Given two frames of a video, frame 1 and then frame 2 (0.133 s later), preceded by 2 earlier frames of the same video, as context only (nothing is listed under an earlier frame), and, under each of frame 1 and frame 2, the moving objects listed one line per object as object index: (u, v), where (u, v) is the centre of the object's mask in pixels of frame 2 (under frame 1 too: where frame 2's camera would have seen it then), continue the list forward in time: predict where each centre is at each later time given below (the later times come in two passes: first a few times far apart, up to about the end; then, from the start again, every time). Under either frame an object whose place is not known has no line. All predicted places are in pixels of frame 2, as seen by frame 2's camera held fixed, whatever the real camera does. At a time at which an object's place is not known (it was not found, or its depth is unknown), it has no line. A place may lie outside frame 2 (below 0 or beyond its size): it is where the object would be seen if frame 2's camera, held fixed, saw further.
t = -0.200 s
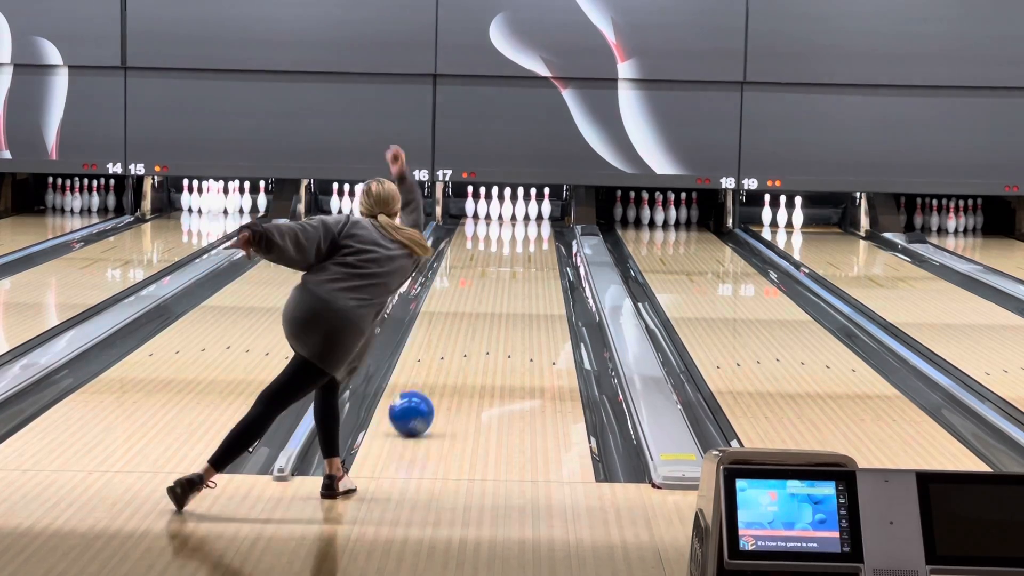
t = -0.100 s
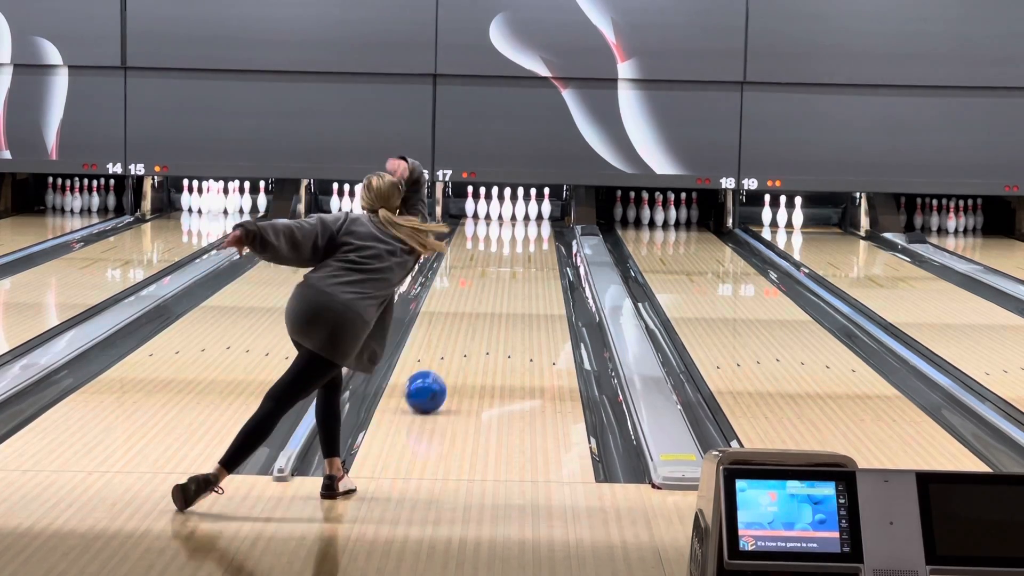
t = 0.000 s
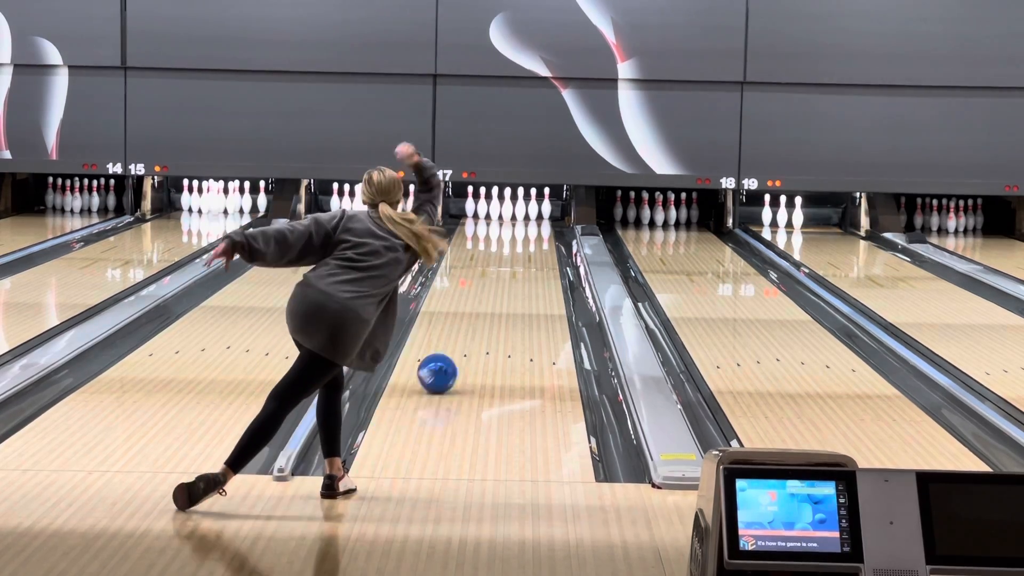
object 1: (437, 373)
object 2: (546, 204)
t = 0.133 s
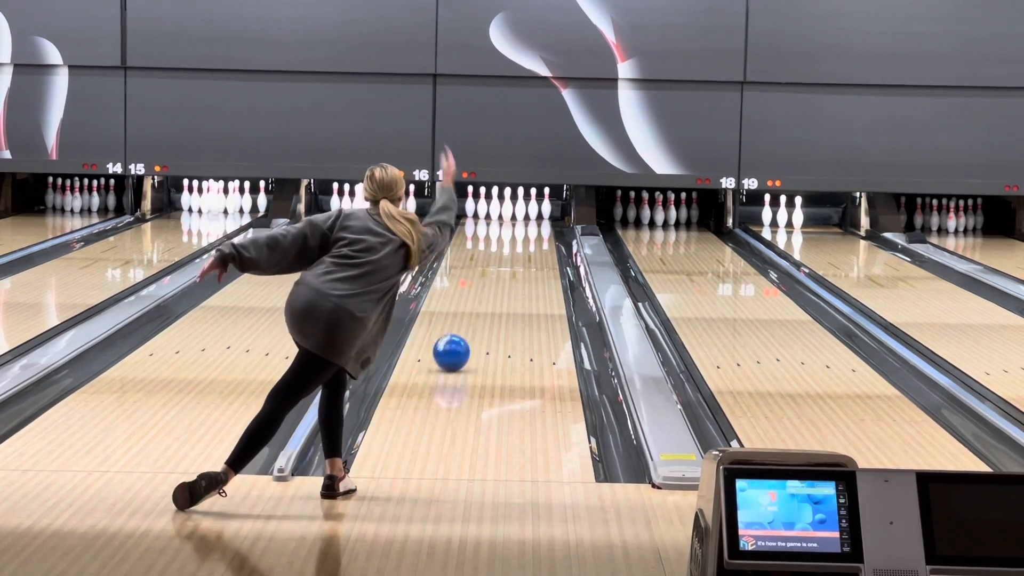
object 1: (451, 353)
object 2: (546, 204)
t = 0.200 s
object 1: (458, 343)
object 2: (546, 204)
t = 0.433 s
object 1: (476, 314)
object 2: (546, 204)
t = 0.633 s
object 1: (489, 294)
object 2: (546, 204)
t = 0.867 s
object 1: (501, 274)
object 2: (546, 204)
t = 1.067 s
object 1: (510, 261)
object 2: (546, 204)
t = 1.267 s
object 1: (517, 249)
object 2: (546, 204)
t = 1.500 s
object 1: (524, 236)
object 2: (546, 204)
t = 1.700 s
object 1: (529, 227)
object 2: (546, 204)
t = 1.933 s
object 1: (533, 219)
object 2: (546, 204)
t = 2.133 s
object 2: (547, 203)
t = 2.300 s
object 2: (564, 206)
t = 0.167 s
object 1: (454, 348)
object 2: (546, 204)
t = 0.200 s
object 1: (458, 343)
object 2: (546, 204)
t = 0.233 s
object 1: (461, 338)
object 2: (546, 204)
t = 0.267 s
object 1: (465, 335)
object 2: (546, 204)
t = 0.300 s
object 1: (466, 330)
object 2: (546, 204)
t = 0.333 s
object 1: (469, 326)
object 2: (546, 204)
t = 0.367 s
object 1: (471, 322)
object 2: (546, 204)
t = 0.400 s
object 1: (474, 317)
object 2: (546, 204)
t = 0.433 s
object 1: (476, 314)
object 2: (546, 204)
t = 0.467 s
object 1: (478, 310)
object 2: (546, 204)
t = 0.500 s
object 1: (480, 307)
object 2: (546, 204)
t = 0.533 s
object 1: (482, 304)
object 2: (546, 204)
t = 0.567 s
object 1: (485, 300)
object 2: (546, 204)
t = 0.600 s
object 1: (487, 297)
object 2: (546, 204)
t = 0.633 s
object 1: (489, 294)
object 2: (546, 204)
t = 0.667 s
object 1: (491, 291)
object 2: (546, 204)
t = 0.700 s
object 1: (493, 288)
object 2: (546, 204)
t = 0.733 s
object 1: (494, 285)
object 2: (546, 204)
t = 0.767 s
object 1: (496, 282)
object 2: (546, 204)
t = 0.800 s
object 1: (497, 279)
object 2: (546, 204)
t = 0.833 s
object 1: (499, 277)
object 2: (546, 204)
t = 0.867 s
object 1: (501, 274)
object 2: (546, 204)
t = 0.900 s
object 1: (502, 272)
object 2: (546, 204)
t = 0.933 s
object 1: (504, 270)
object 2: (546, 204)
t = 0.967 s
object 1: (505, 267)
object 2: (546, 204)
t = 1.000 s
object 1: (507, 265)
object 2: (546, 204)
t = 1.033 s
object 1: (508, 263)
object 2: (546, 204)
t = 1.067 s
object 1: (510, 261)
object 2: (546, 204)
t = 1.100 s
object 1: (511, 258)
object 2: (546, 204)
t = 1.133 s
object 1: (512, 257)
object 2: (546, 204)
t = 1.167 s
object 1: (513, 255)
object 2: (546, 204)
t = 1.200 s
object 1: (514, 253)
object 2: (546, 204)
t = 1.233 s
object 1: (515, 251)
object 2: (546, 204)
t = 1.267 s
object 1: (517, 249)
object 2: (546, 204)
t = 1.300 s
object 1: (518, 247)
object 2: (546, 204)
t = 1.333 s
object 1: (519, 245)
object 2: (546, 204)
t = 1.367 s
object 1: (520, 243)
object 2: (546, 204)
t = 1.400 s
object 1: (521, 242)
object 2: (546, 204)
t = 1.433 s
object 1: (522, 240)
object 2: (546, 204)
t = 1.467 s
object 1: (523, 238)
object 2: (546, 204)
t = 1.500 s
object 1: (524, 236)
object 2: (546, 204)
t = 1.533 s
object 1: (525, 235)
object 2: (546, 204)
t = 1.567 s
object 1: (526, 233)
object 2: (546, 204)
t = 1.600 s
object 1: (527, 232)
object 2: (546, 204)
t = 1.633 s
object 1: (528, 229)
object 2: (546, 204)
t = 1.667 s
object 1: (528, 228)
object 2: (546, 204)
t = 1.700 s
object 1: (529, 227)
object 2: (546, 204)
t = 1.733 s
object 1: (529, 226)
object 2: (546, 204)
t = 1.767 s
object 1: (531, 224)
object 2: (546, 204)
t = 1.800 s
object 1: (531, 223)
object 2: (546, 204)
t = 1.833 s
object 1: (532, 222)
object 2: (546, 204)
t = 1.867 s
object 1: (533, 221)
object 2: (546, 204)
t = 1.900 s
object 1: (533, 220)
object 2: (546, 204)
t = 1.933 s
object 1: (533, 219)
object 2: (546, 204)
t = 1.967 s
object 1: (534, 217)
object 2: (546, 204)
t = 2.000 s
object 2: (546, 204)
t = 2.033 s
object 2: (547, 203)
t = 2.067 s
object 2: (547, 203)
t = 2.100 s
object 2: (547, 203)
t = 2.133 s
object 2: (547, 203)
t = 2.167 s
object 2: (547, 202)
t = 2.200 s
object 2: (548, 202)
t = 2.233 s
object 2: (555, 204)
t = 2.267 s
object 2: (561, 204)
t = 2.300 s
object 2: (564, 206)
